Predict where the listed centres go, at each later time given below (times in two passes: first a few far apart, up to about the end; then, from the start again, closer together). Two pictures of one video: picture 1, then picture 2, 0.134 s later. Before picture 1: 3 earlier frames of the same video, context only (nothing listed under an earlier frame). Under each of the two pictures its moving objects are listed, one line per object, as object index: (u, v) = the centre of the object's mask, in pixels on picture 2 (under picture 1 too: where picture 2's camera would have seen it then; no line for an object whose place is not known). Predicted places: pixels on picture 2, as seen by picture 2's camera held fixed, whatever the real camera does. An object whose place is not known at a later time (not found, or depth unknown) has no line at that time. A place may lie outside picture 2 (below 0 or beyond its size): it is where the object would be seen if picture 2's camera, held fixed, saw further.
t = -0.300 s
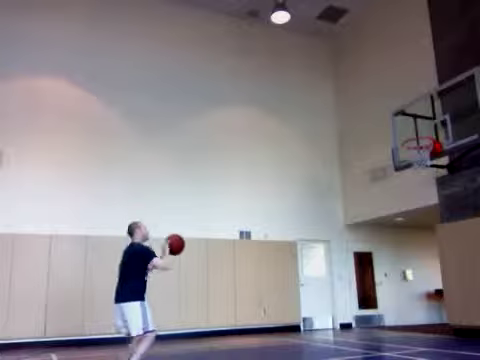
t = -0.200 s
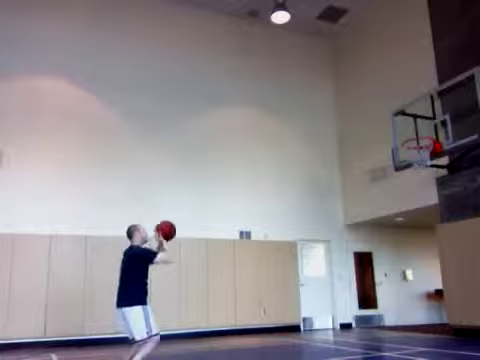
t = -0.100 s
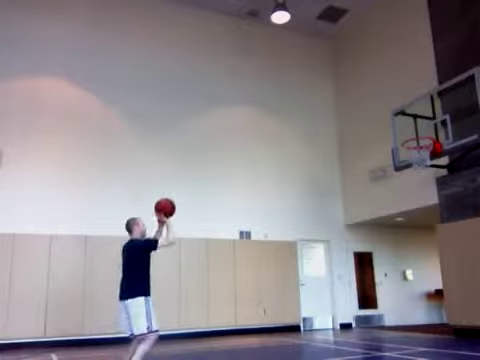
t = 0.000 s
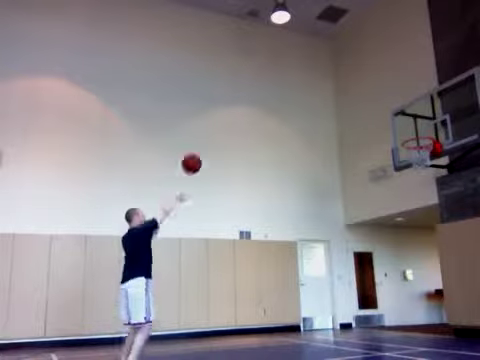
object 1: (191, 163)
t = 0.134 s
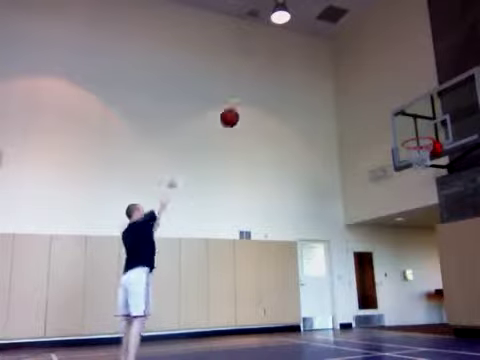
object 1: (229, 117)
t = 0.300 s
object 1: (270, 84)
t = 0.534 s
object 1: (321, 74)
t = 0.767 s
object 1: (368, 96)
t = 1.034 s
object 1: (399, 126)
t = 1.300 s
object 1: (378, 118)
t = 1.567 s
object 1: (361, 156)
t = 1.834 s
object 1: (346, 248)
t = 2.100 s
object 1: (329, 320)
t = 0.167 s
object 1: (238, 108)
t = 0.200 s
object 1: (246, 101)
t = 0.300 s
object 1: (270, 84)
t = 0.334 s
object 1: (278, 80)
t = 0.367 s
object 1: (285, 77)
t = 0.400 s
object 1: (293, 75)
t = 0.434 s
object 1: (300, 73)
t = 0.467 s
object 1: (307, 73)
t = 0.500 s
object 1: (314, 73)
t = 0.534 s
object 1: (321, 74)
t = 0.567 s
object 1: (328, 75)
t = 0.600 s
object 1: (335, 77)
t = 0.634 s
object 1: (341, 80)
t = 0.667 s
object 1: (348, 83)
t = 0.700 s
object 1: (355, 87)
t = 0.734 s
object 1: (361, 91)
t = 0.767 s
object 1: (368, 96)
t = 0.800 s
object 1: (375, 102)
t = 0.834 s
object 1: (381, 108)
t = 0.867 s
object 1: (388, 114)
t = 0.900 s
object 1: (394, 121)
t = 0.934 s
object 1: (401, 130)
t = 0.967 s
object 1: (404, 134)
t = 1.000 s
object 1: (401, 129)
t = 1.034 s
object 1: (399, 126)
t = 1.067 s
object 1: (396, 123)
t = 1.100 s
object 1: (393, 120)
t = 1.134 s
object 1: (391, 118)
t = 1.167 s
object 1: (388, 117)
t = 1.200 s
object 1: (386, 116)
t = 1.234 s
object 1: (384, 116)
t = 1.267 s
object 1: (381, 116)
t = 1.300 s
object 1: (378, 118)
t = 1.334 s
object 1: (376, 120)
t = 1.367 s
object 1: (374, 123)
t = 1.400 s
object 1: (372, 126)
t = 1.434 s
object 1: (370, 130)
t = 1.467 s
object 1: (367, 136)
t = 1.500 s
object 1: (365, 142)
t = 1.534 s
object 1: (363, 148)
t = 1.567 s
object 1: (361, 156)
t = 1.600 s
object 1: (359, 165)
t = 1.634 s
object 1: (357, 174)
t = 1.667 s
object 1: (355, 184)
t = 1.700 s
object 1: (353, 195)
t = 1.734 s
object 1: (351, 207)
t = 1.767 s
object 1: (349, 220)
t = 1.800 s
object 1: (348, 233)
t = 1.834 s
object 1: (346, 248)
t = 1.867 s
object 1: (344, 265)
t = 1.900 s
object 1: (342, 282)
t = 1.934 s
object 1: (341, 301)
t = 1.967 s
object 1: (340, 321)
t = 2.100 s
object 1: (329, 320)
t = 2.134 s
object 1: (326, 305)
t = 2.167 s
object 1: (323, 292)
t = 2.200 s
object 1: (321, 280)
